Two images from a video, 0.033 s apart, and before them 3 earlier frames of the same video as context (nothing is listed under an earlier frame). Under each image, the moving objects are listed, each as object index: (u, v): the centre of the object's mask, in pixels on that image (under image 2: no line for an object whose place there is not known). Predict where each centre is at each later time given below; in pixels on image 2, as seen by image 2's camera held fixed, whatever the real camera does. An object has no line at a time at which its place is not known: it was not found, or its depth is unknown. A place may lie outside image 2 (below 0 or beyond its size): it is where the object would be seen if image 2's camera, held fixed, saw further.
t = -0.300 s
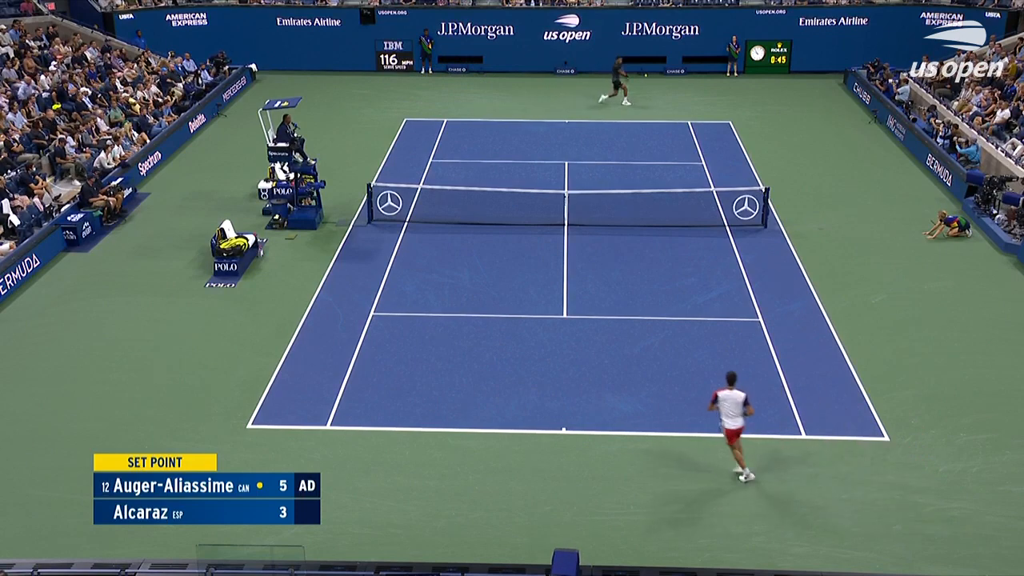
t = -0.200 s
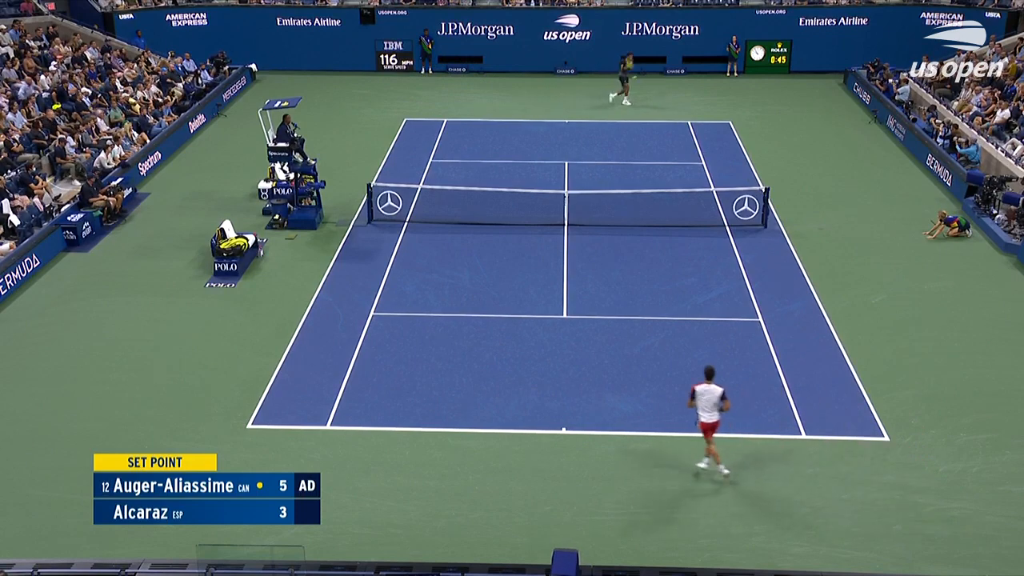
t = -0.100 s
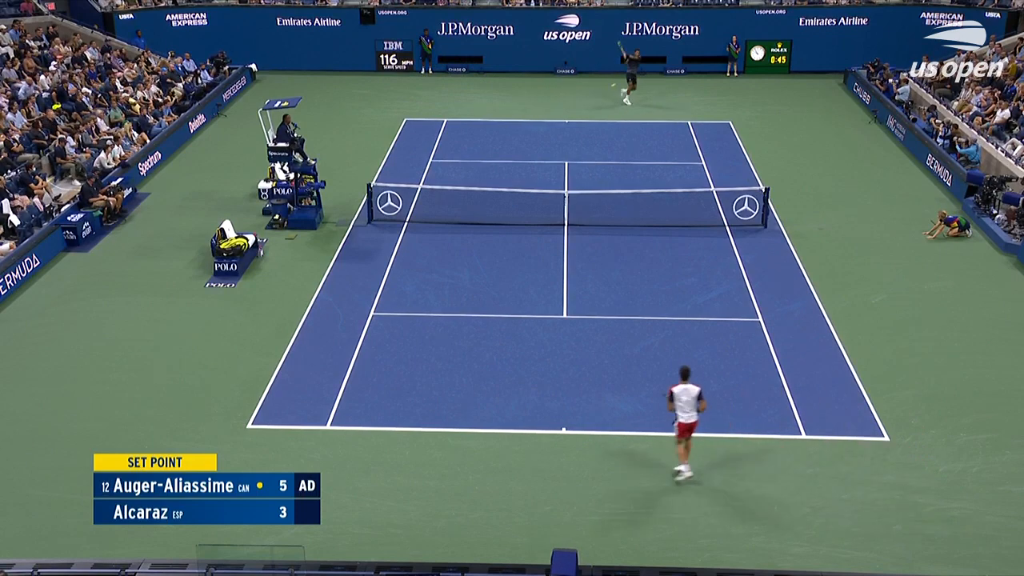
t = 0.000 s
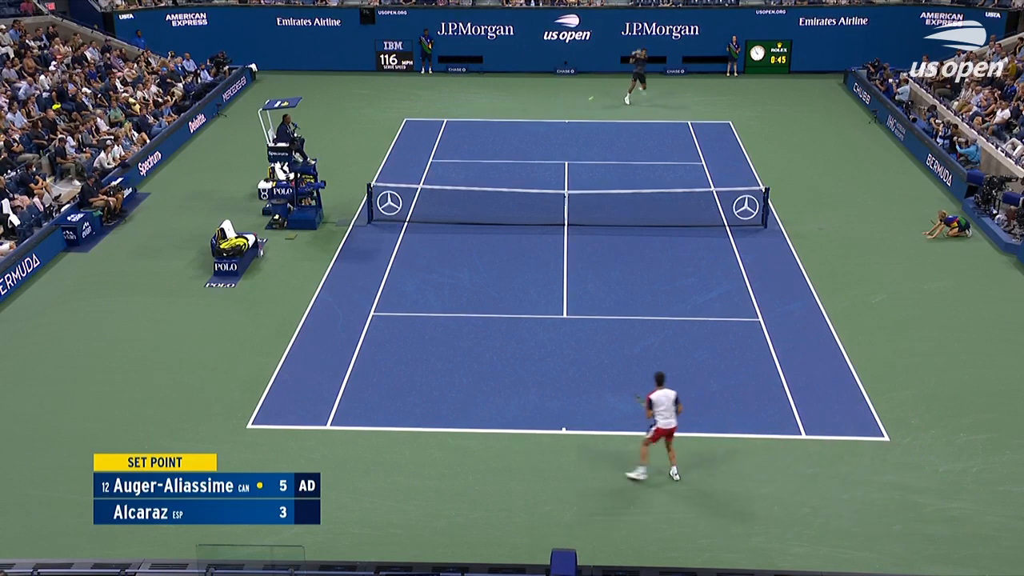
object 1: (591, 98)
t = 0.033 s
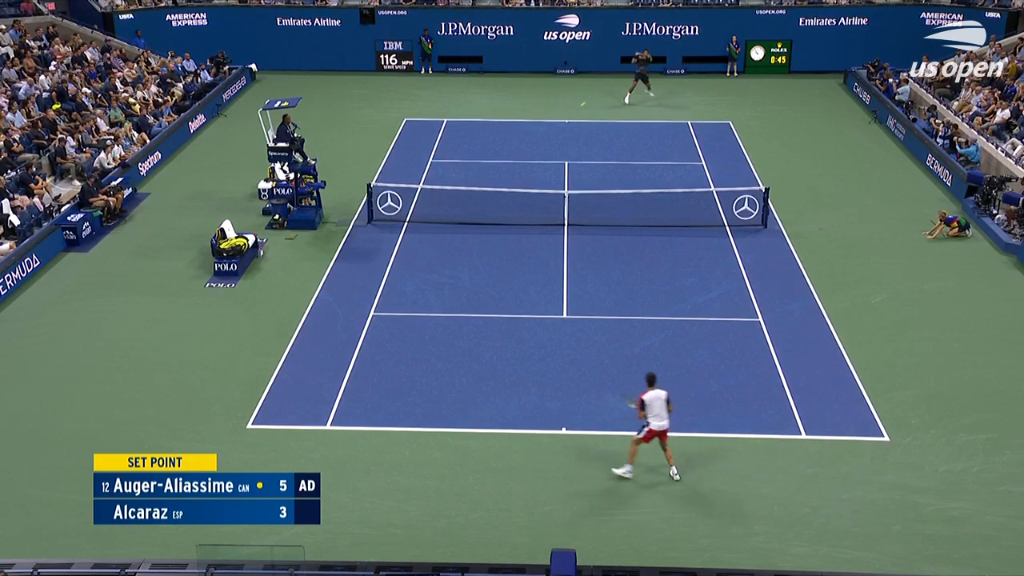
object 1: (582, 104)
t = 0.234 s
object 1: (531, 153)
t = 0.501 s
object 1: (451, 264)
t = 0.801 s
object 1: (364, 346)
